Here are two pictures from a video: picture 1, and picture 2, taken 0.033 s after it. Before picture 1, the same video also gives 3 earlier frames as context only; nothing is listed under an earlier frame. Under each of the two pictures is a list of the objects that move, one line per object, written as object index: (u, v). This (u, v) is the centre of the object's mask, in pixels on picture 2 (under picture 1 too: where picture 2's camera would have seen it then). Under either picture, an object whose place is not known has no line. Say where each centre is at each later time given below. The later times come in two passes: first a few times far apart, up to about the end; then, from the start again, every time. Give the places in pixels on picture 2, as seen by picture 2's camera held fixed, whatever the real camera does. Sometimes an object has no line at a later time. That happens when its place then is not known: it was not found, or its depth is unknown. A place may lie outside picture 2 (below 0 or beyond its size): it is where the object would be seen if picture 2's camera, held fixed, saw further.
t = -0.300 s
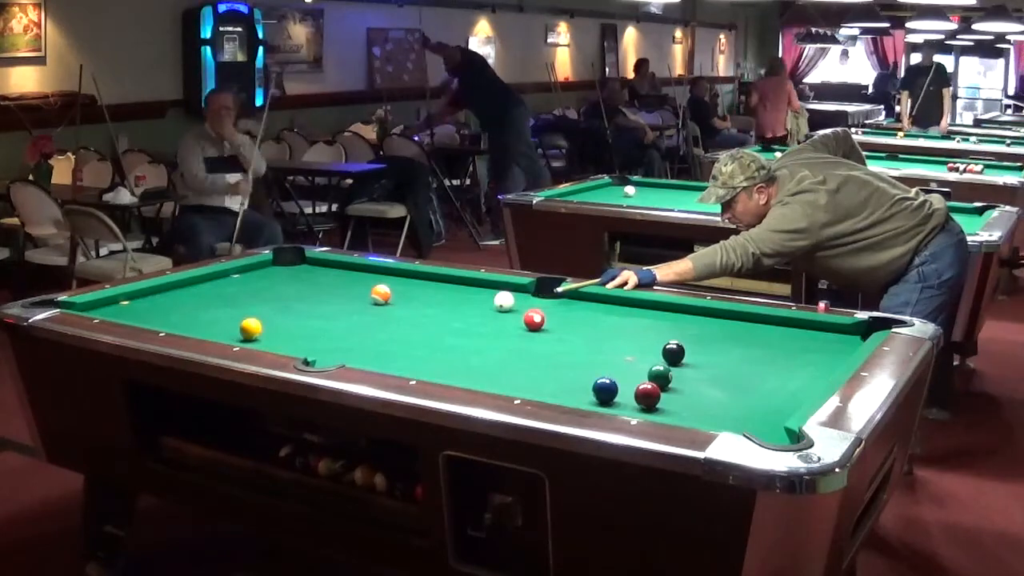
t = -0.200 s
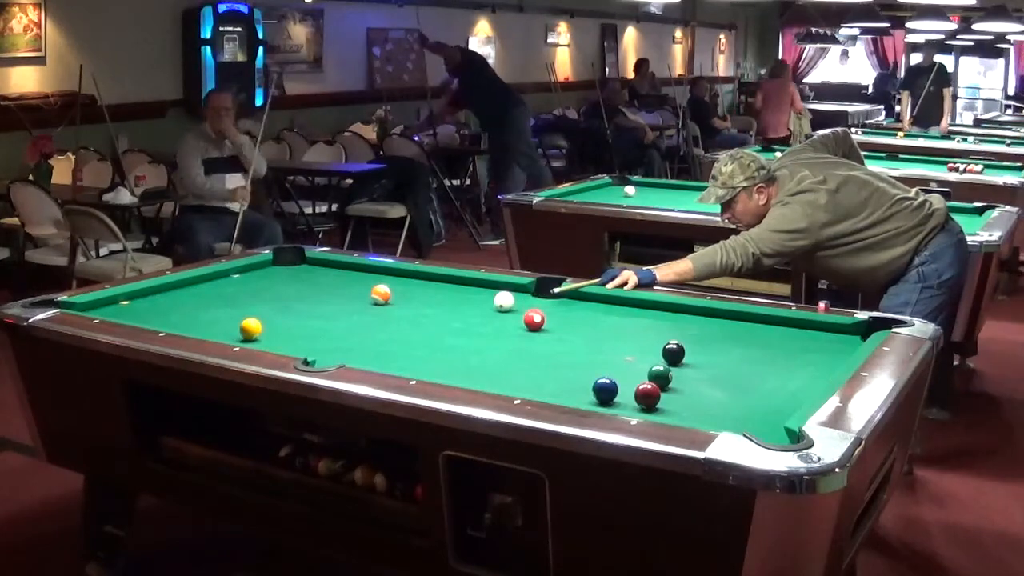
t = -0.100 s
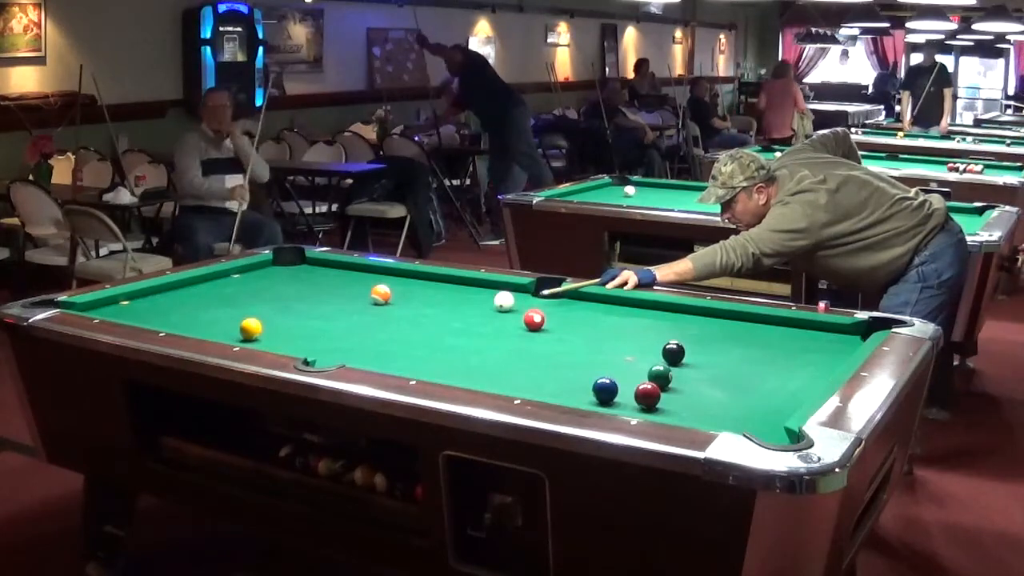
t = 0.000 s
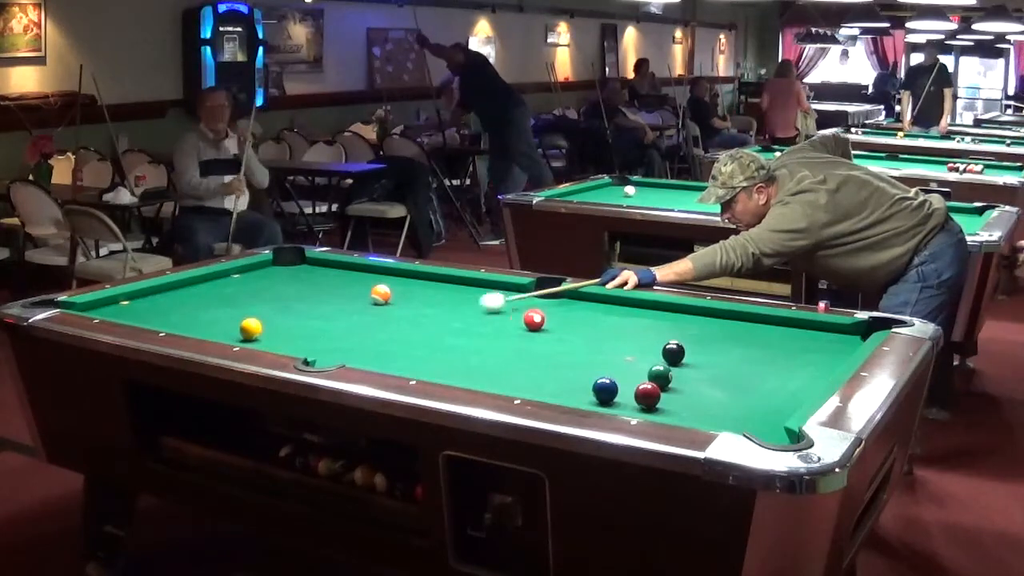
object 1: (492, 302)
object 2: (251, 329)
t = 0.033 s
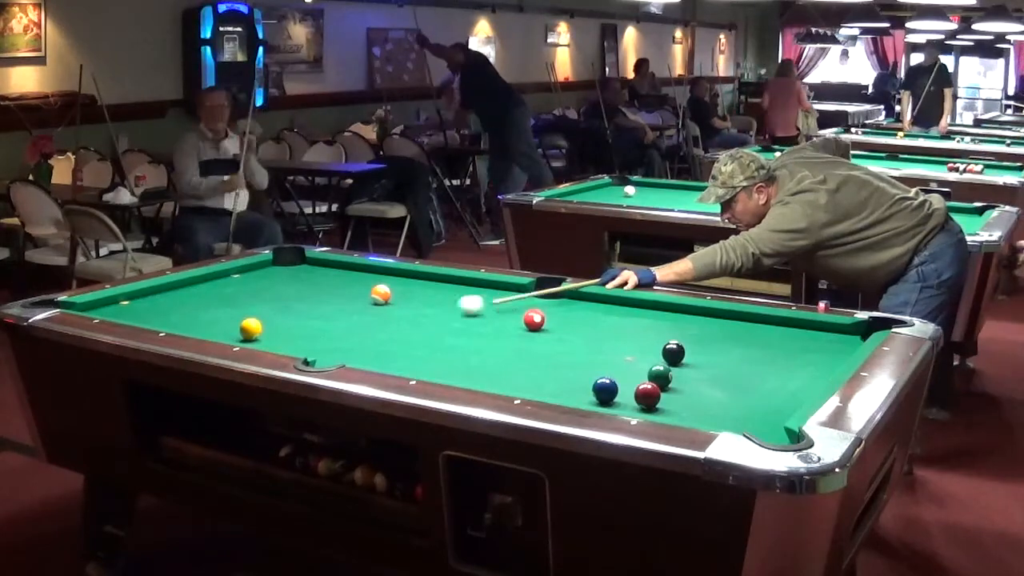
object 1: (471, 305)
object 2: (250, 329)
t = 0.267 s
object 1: (333, 323)
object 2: (250, 329)
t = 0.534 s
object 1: (254, 336)
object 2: (200, 324)
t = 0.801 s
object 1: (318, 324)
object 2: (135, 316)
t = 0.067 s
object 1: (451, 308)
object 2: (251, 329)
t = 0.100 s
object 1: (430, 310)
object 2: (250, 329)
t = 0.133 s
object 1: (411, 313)
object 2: (251, 329)
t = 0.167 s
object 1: (392, 315)
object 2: (251, 329)
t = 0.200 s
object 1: (372, 318)
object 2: (251, 329)
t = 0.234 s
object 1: (353, 320)
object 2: (250, 329)
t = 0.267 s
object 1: (333, 323)
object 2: (250, 329)
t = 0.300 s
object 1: (312, 325)
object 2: (250, 328)
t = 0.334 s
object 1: (292, 328)
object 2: (250, 328)
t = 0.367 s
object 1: (272, 331)
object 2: (250, 329)
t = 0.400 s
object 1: (263, 334)
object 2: (238, 328)
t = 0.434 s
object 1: (254, 336)
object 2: (228, 327)
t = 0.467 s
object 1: (244, 337)
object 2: (217, 326)
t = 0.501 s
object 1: (244, 338)
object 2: (209, 324)
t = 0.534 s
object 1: (254, 336)
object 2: (200, 324)
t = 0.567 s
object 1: (263, 336)
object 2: (191, 323)
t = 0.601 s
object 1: (271, 335)
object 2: (183, 322)
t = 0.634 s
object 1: (279, 333)
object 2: (175, 321)
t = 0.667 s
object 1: (287, 331)
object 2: (166, 320)
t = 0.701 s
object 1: (294, 329)
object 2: (158, 319)
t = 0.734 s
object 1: (302, 328)
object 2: (150, 318)
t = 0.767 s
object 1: (310, 326)
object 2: (143, 317)
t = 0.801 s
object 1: (318, 324)
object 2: (135, 316)
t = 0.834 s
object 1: (325, 322)
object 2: (127, 316)
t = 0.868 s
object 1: (332, 320)
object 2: (119, 315)
